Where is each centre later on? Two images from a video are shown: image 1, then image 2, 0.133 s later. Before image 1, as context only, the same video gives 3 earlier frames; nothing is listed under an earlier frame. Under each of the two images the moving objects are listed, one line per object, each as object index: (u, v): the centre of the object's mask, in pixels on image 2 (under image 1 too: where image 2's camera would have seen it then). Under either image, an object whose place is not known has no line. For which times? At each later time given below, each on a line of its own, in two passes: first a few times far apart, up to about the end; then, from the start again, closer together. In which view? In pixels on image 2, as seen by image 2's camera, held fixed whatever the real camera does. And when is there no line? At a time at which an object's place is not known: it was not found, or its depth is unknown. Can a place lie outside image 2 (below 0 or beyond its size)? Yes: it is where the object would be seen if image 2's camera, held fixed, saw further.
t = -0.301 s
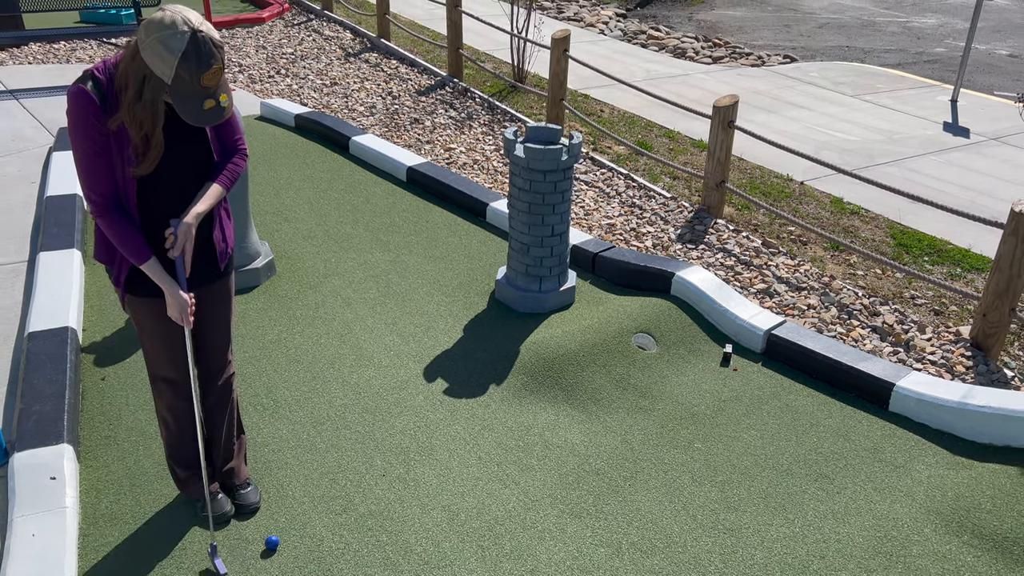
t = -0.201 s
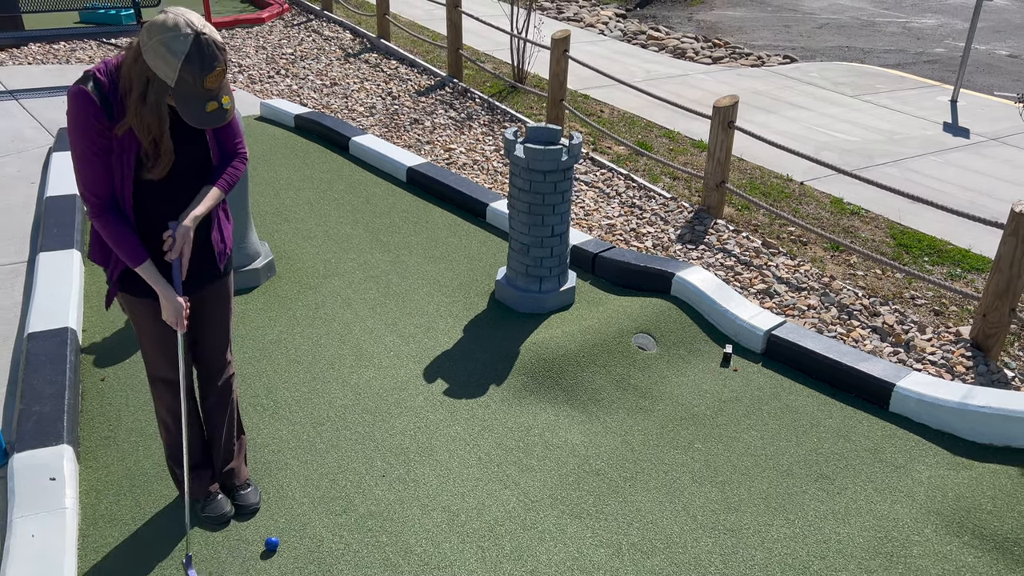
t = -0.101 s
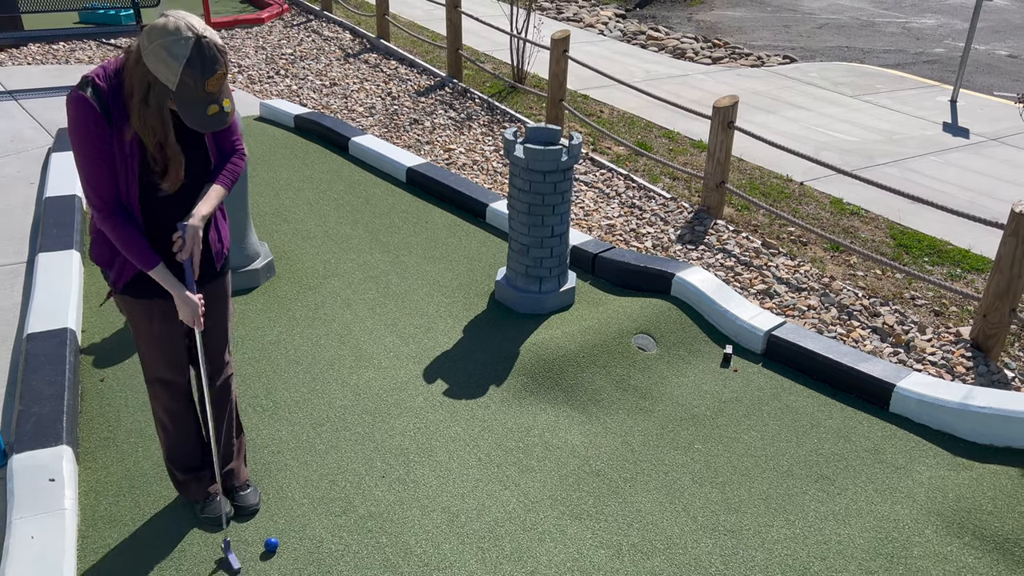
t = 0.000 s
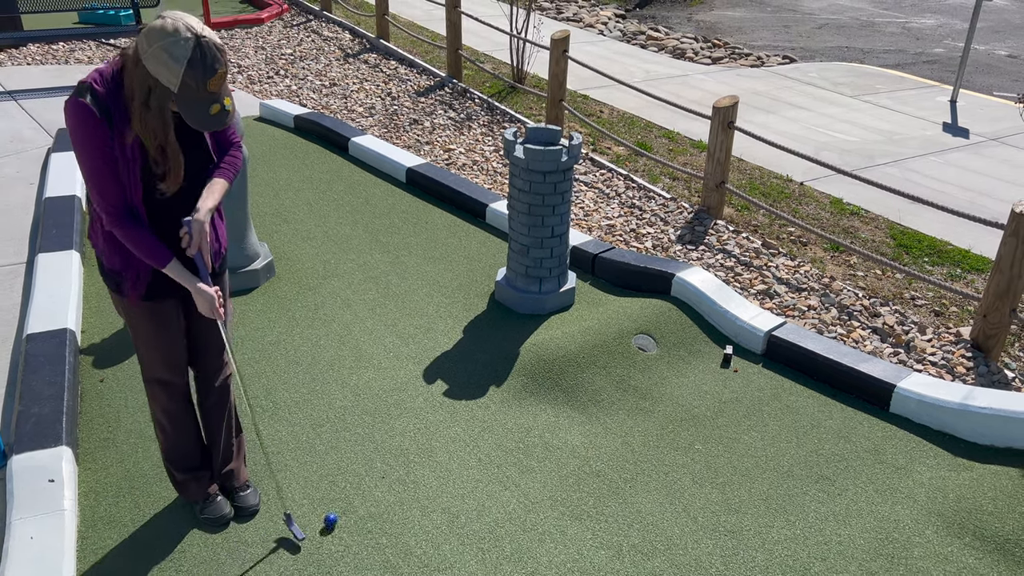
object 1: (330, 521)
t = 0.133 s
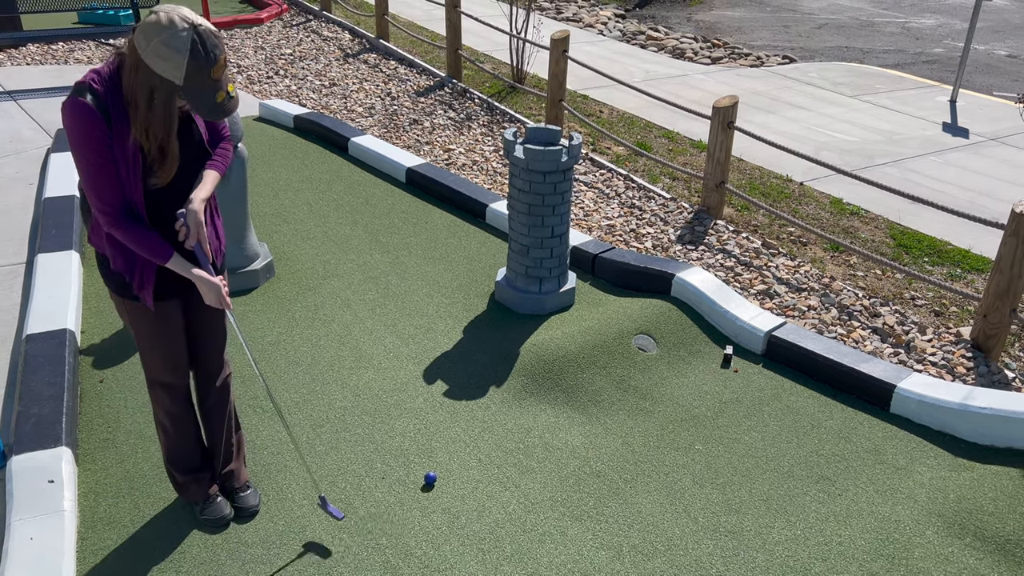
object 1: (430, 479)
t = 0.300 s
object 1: (520, 440)
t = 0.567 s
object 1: (629, 391)
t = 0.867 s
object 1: (732, 365)
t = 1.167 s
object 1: (798, 379)
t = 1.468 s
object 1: (833, 390)
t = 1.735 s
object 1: (821, 392)
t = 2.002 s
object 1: (811, 388)
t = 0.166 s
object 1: (451, 470)
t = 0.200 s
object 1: (470, 462)
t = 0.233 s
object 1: (487, 454)
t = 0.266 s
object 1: (504, 447)
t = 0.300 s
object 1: (520, 440)
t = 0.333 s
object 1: (535, 434)
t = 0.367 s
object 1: (550, 427)
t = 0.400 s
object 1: (564, 420)
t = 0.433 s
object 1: (578, 415)
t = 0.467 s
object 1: (591, 408)
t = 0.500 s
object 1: (604, 402)
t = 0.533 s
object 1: (617, 396)
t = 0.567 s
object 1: (629, 391)
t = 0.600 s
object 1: (642, 387)
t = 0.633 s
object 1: (654, 382)
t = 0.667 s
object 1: (667, 379)
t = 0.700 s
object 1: (679, 375)
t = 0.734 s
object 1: (691, 373)
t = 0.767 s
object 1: (702, 369)
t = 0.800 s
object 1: (714, 365)
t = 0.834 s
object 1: (724, 362)
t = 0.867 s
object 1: (732, 365)
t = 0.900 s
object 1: (740, 368)
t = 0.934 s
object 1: (747, 369)
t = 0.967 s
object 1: (755, 370)
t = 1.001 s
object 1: (762, 372)
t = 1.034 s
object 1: (770, 374)
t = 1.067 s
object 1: (777, 375)
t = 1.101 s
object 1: (784, 377)
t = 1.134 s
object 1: (791, 378)
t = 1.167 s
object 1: (798, 379)
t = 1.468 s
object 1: (833, 390)
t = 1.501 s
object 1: (832, 390)
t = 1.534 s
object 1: (830, 393)
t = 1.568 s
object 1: (829, 393)
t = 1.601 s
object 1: (828, 392)
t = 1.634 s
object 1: (826, 392)
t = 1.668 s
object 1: (824, 392)
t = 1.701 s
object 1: (823, 392)
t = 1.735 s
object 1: (821, 392)
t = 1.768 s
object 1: (819, 391)
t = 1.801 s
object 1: (818, 390)
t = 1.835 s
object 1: (817, 390)
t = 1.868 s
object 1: (816, 390)
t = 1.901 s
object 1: (815, 389)
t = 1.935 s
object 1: (814, 389)
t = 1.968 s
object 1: (812, 389)
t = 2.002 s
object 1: (811, 388)
